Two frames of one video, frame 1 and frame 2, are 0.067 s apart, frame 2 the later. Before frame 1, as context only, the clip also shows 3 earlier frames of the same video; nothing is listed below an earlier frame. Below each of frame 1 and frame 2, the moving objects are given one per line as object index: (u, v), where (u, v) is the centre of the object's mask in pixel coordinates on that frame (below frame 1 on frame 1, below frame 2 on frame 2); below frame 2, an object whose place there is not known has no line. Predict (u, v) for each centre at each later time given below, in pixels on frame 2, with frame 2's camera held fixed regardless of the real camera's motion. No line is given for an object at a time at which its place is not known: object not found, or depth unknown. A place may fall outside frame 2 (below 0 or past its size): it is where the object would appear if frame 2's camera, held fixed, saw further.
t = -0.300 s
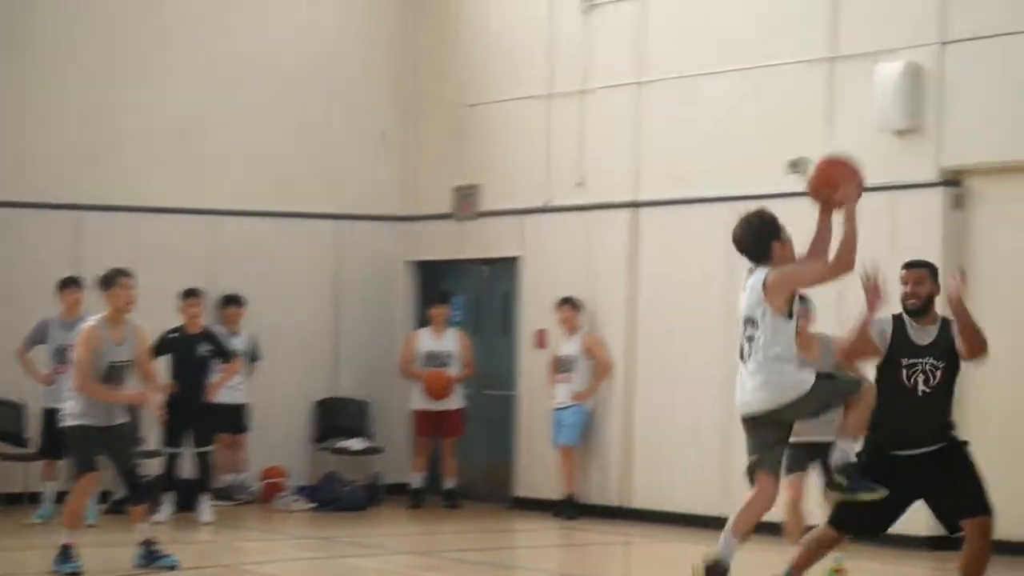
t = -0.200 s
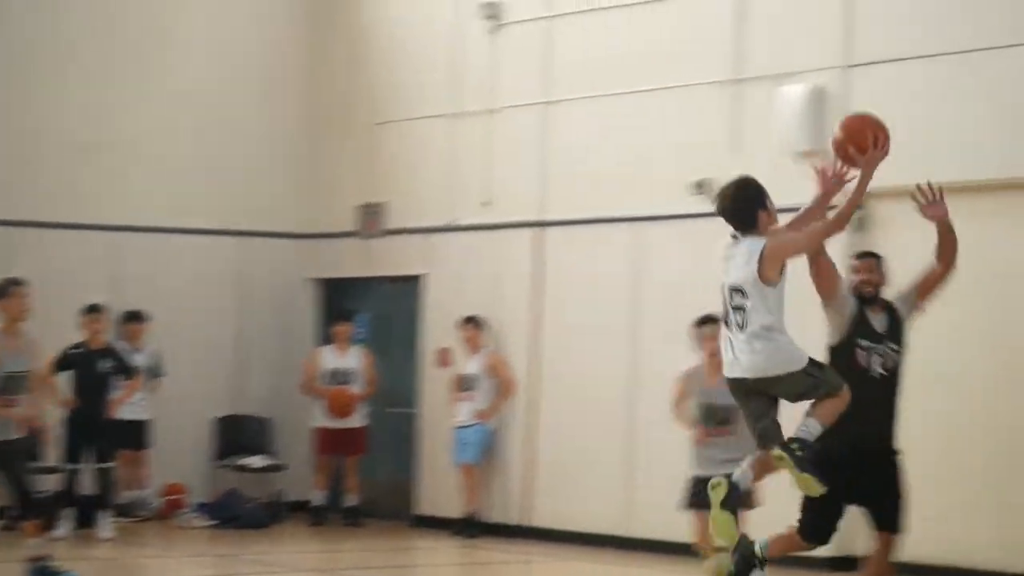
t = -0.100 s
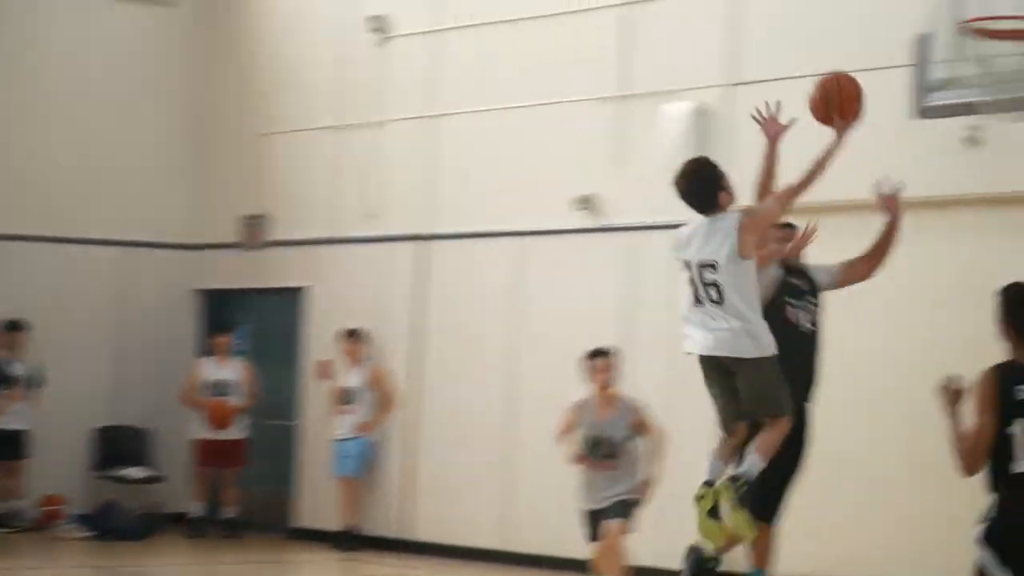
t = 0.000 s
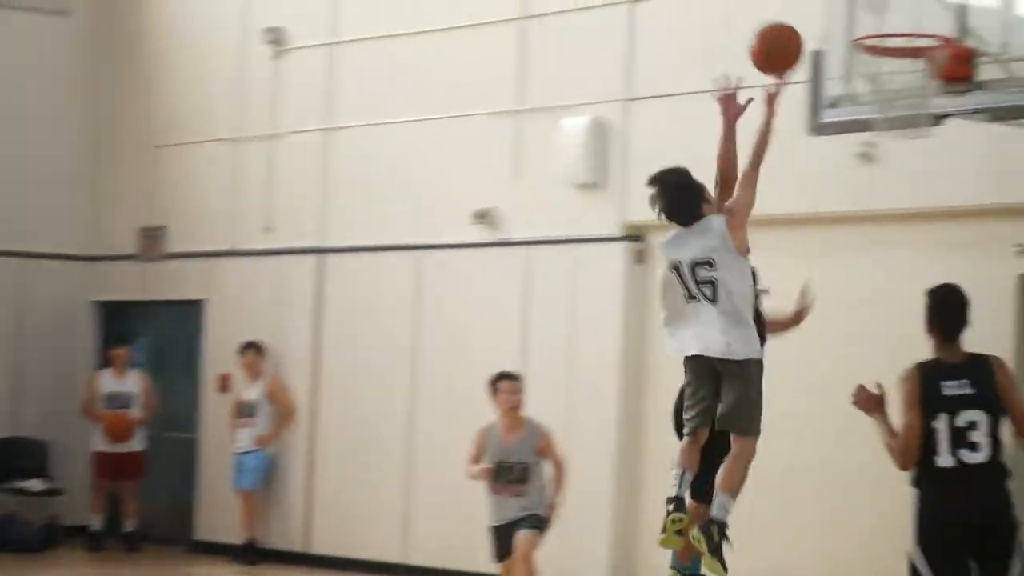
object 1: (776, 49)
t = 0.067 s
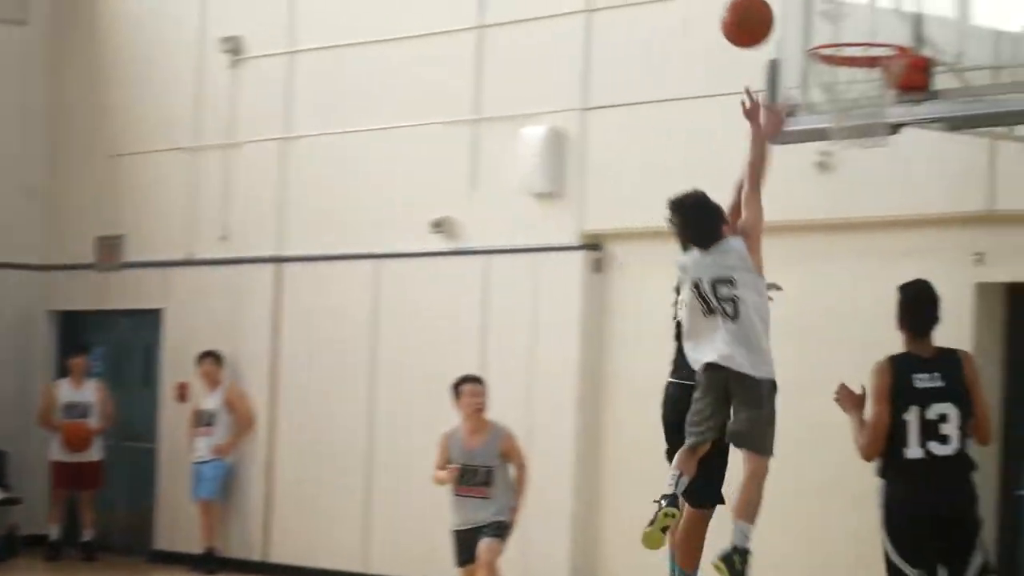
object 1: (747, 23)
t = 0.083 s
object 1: (753, 16)
